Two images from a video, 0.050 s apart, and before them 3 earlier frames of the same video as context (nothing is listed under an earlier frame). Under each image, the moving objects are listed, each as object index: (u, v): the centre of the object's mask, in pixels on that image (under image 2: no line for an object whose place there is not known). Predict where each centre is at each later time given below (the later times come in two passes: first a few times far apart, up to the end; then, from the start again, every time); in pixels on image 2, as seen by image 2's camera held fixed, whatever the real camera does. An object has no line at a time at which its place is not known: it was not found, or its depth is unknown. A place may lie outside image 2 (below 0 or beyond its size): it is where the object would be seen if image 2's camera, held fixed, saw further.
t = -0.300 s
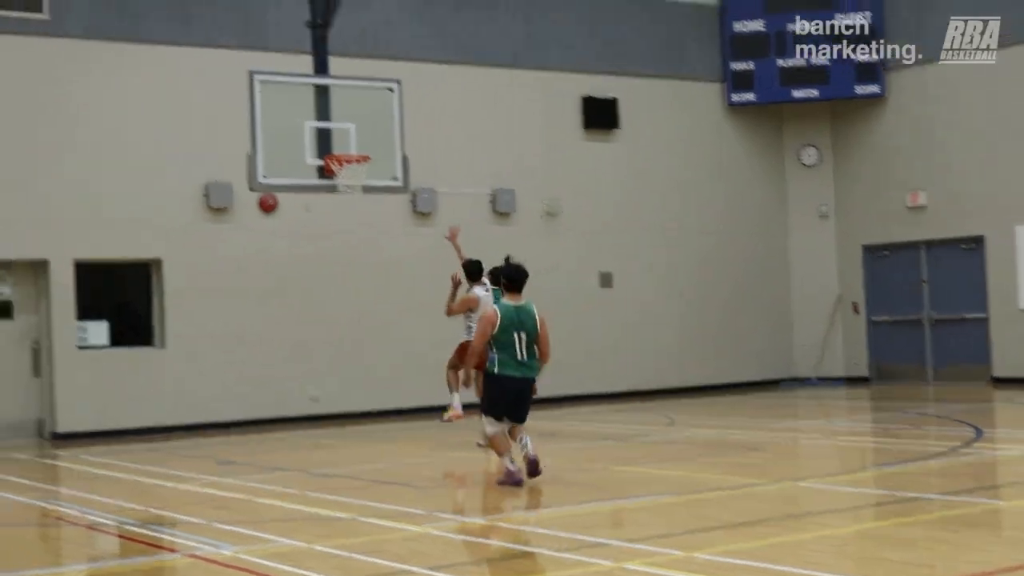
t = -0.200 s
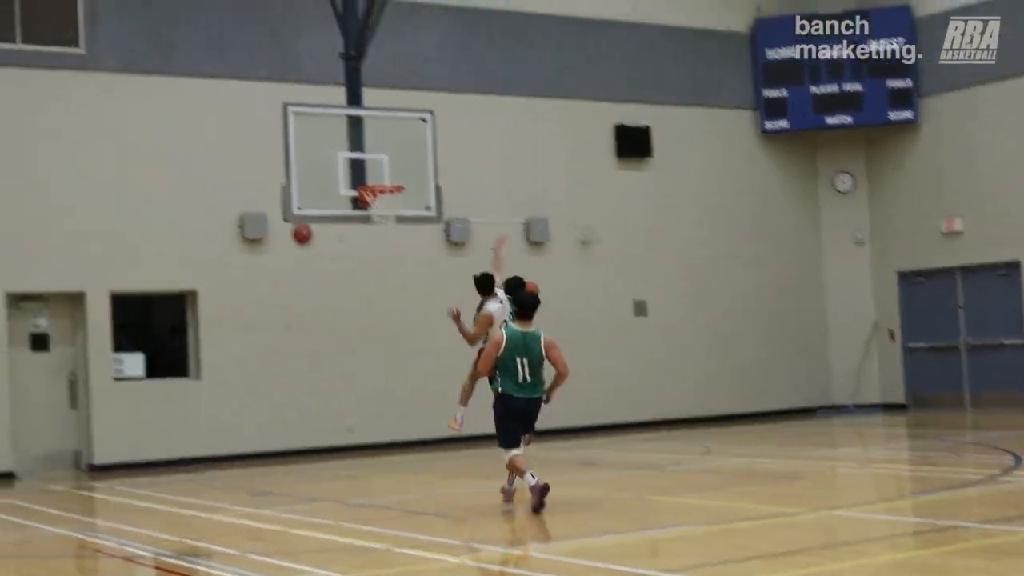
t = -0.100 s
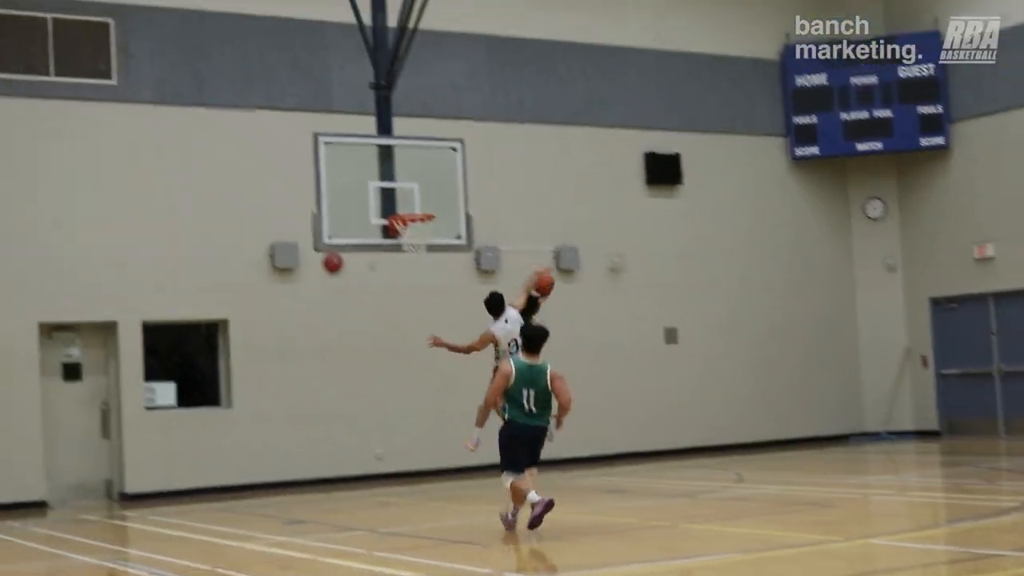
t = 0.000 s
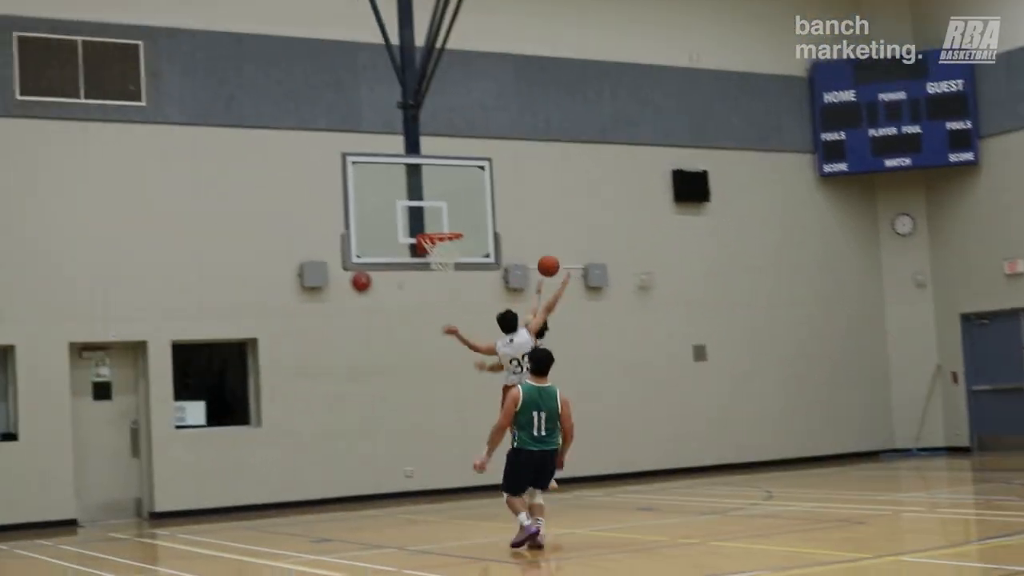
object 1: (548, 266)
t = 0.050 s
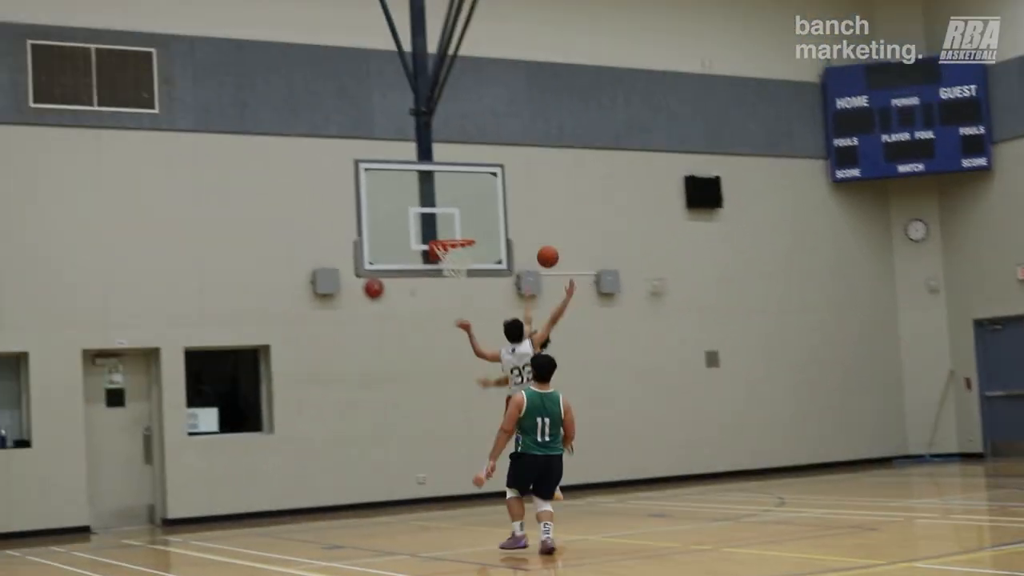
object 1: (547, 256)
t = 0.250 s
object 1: (497, 217)
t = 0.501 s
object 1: (455, 215)
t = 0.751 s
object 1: (454, 250)
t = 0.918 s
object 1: (461, 273)
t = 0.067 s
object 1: (543, 252)
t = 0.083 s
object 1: (539, 248)
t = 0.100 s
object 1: (535, 243)
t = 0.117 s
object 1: (530, 239)
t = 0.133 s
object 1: (526, 236)
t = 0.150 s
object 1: (522, 232)
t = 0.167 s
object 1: (518, 229)
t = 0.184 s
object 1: (513, 227)
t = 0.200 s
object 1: (509, 224)
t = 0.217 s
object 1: (505, 222)
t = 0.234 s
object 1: (500, 219)
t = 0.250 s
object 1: (497, 217)
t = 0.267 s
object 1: (492, 216)
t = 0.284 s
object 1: (488, 214)
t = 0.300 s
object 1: (485, 213)
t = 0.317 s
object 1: (481, 212)
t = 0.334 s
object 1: (477, 212)
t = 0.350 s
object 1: (473, 211)
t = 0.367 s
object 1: (469, 211)
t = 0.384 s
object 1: (465, 211)
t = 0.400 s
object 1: (461, 211)
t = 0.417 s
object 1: (458, 212)
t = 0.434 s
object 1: (457, 212)
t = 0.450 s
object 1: (456, 213)
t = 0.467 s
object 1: (456, 213)
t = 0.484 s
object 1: (456, 214)
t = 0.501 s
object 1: (455, 215)
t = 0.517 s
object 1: (454, 217)
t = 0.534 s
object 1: (454, 218)
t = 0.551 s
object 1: (454, 221)
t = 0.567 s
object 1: (453, 223)
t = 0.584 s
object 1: (453, 225)
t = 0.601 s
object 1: (453, 227)
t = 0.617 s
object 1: (452, 230)
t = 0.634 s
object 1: (452, 232)
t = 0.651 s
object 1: (452, 233)
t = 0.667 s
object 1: (451, 235)
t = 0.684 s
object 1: (451, 245)
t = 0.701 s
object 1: (452, 251)
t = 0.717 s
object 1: (453, 251)
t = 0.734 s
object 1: (454, 250)
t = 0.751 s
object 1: (454, 250)
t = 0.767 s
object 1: (453, 249)
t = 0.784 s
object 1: (454, 250)
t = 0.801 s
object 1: (454, 259)
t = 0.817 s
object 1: (455, 266)
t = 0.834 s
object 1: (457, 264)
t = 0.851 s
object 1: (458, 268)
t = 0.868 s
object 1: (458, 269)
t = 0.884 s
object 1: (459, 270)
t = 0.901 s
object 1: (460, 271)
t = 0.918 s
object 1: (461, 273)
